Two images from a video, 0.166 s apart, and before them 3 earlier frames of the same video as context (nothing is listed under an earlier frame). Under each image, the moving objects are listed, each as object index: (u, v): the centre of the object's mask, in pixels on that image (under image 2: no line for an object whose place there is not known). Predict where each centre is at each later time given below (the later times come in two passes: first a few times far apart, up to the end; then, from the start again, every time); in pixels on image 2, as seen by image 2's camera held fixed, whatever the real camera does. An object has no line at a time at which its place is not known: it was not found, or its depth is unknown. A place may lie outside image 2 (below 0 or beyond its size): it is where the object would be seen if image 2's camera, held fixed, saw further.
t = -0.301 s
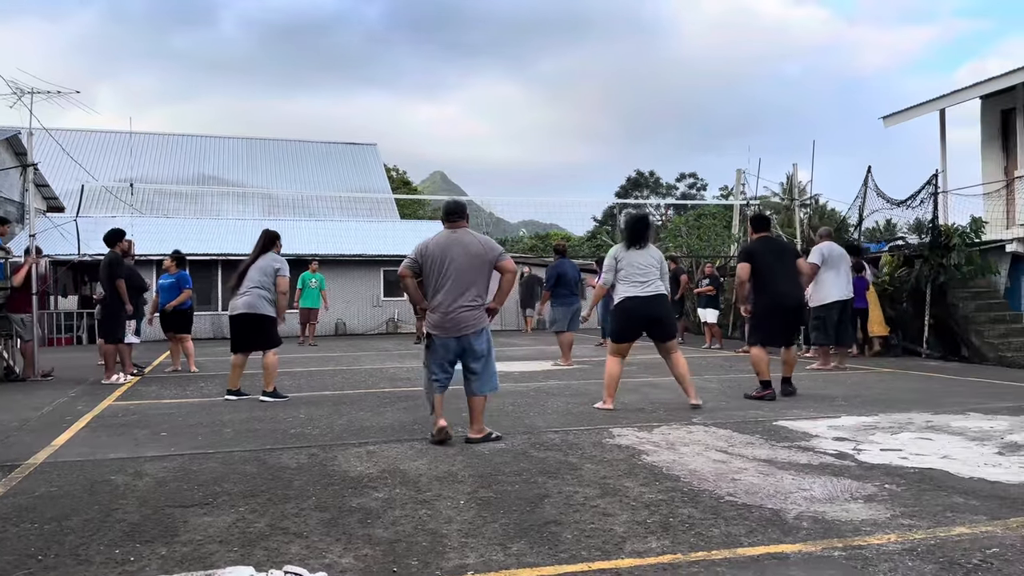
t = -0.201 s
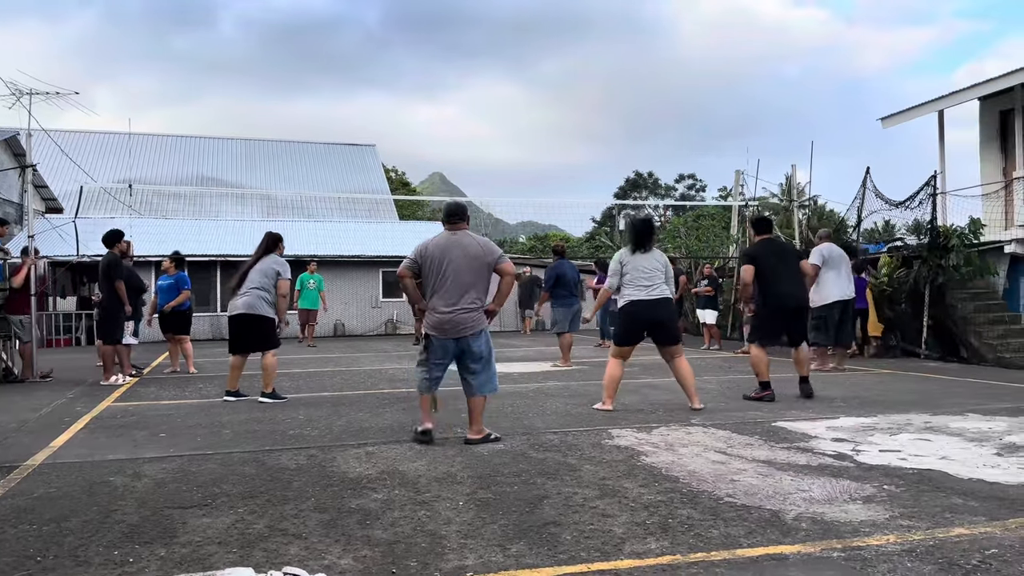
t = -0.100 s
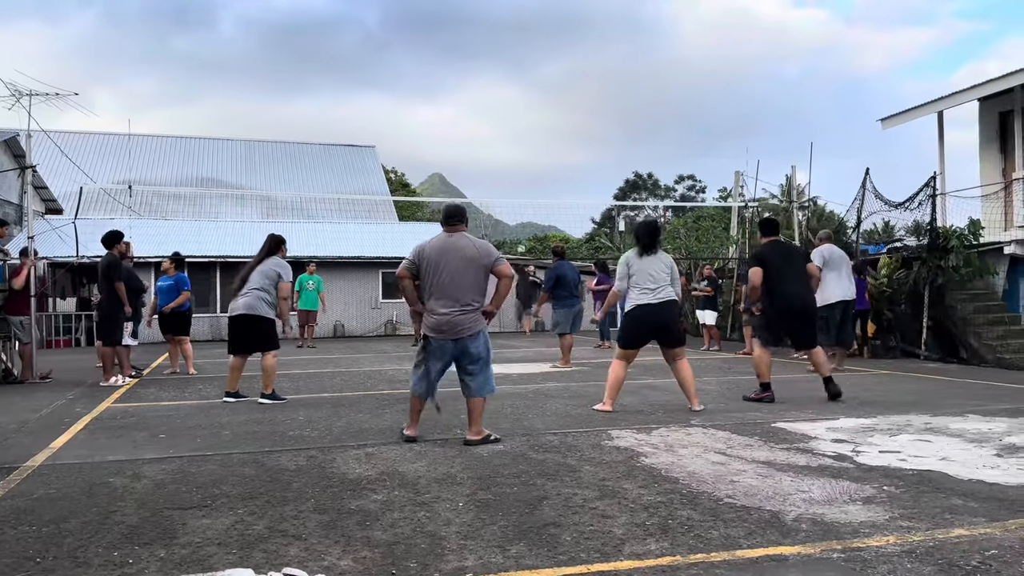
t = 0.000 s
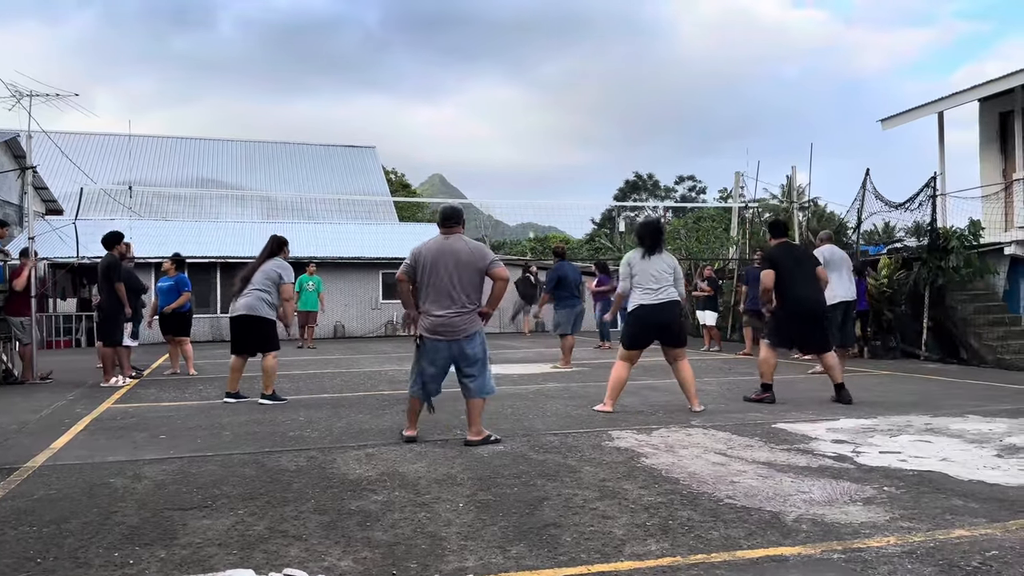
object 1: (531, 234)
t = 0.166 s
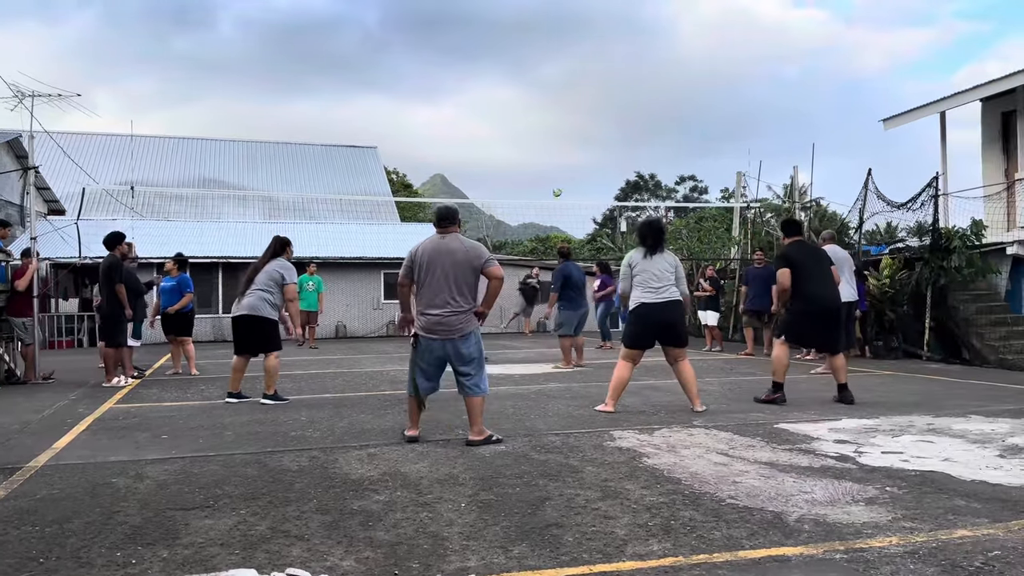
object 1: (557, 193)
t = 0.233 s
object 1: (567, 176)
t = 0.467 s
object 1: (613, 124)
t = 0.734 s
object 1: (683, 81)
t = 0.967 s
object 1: (773, 66)
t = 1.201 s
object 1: (911, 95)
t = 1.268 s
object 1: (965, 118)
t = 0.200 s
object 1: (562, 184)
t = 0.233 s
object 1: (567, 176)
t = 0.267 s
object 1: (573, 168)
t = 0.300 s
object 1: (579, 160)
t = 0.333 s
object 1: (585, 153)
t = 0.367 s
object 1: (591, 145)
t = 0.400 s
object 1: (598, 138)
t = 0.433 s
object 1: (605, 131)
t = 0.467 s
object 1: (613, 124)
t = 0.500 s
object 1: (620, 118)
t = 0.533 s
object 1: (627, 111)
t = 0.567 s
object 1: (636, 105)
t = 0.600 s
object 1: (645, 99)
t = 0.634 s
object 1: (653, 95)
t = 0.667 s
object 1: (663, 90)
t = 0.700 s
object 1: (673, 85)
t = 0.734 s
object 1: (683, 81)
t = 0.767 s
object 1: (694, 77)
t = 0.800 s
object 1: (705, 74)
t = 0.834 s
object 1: (717, 70)
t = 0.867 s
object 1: (730, 68)
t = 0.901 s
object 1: (743, 67)
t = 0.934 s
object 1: (758, 66)
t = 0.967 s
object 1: (773, 66)
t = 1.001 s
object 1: (789, 67)
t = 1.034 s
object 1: (806, 68)
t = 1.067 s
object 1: (824, 71)
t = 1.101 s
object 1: (844, 75)
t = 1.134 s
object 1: (865, 80)
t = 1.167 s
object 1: (887, 87)
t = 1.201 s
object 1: (911, 95)
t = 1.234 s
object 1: (937, 105)
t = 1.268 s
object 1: (965, 118)
